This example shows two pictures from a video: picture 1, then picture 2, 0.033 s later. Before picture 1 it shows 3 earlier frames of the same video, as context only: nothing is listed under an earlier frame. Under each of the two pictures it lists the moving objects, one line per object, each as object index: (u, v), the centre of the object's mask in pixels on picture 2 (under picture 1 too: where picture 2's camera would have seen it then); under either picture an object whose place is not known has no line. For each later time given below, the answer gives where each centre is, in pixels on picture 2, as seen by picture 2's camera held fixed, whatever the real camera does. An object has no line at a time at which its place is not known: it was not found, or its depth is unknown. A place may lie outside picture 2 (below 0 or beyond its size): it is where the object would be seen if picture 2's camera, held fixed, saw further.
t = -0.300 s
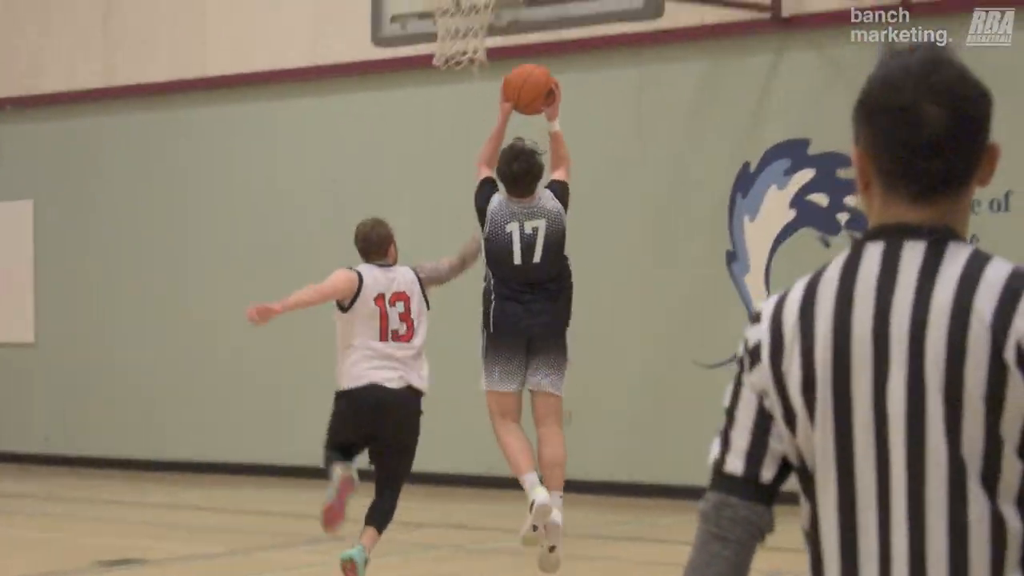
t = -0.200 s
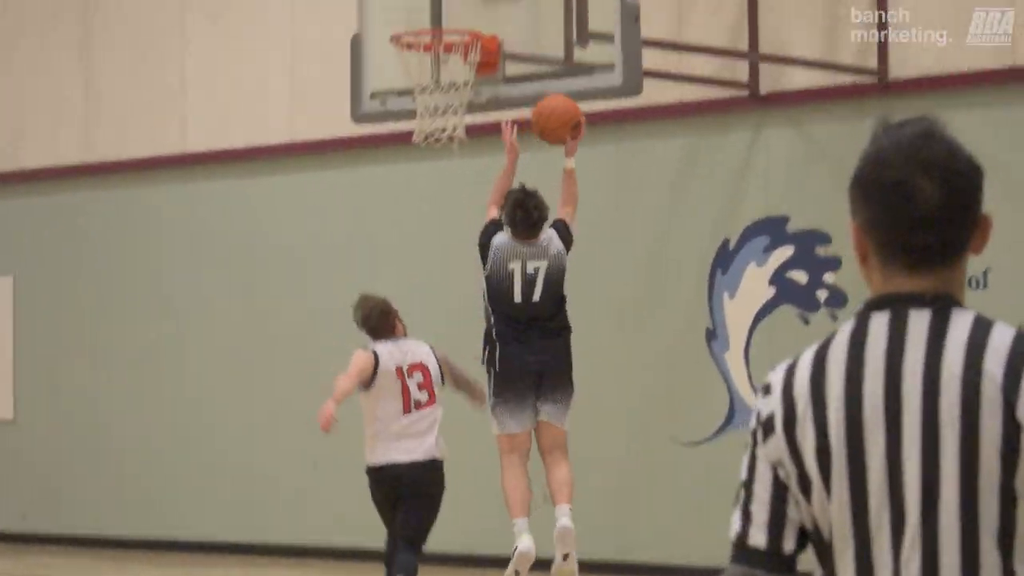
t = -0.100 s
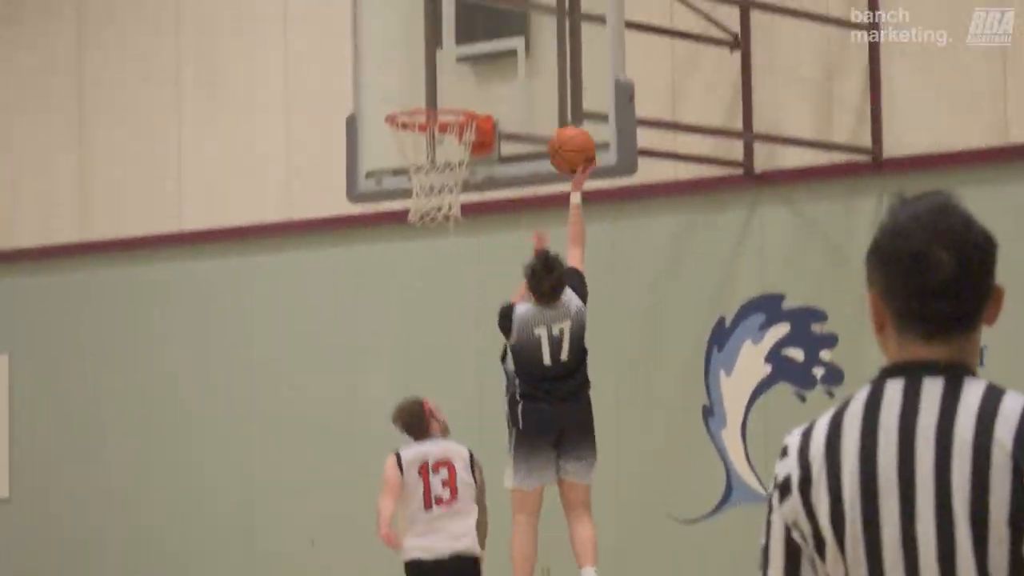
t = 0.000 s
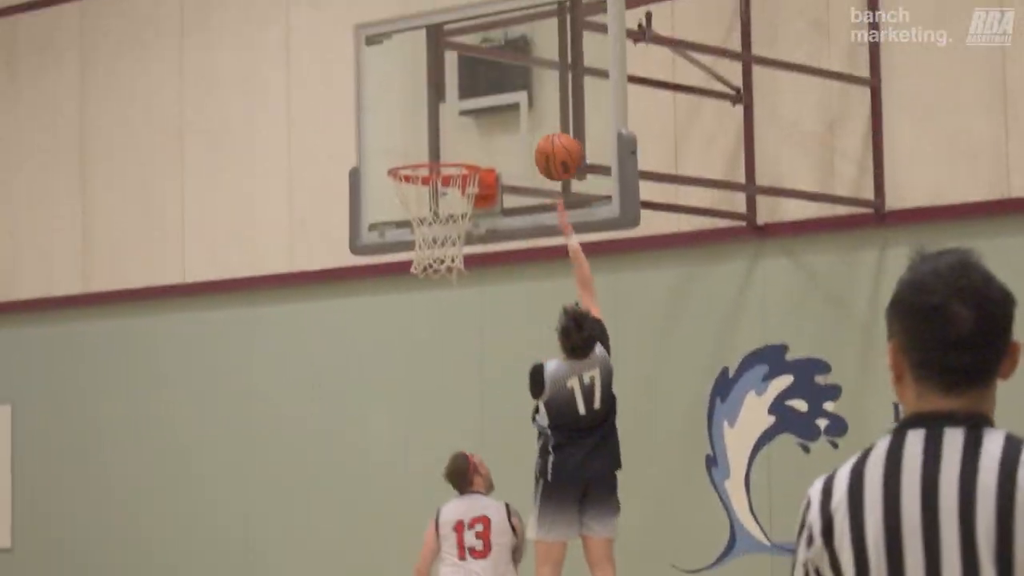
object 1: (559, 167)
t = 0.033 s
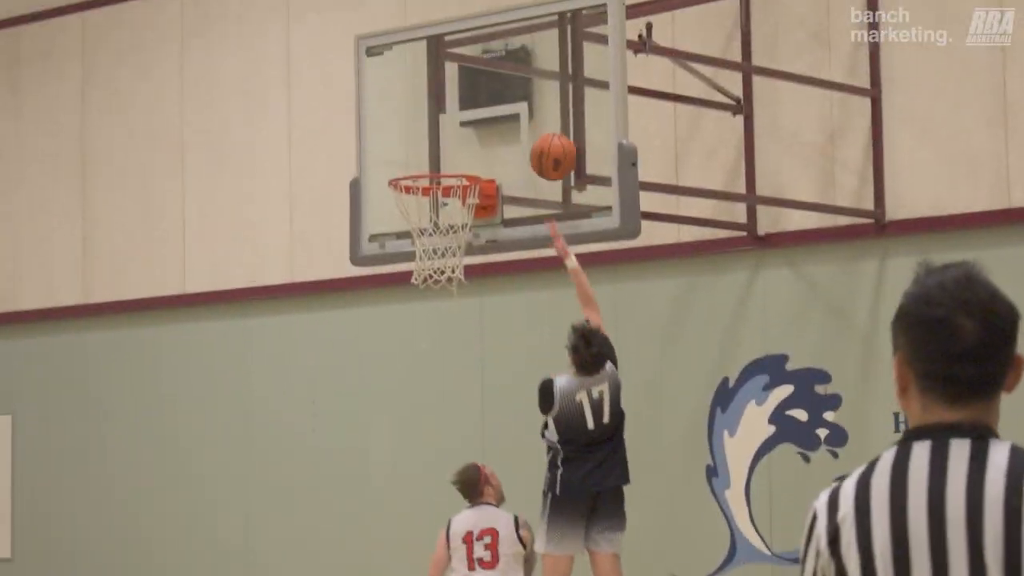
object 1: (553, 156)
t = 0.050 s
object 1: (550, 152)
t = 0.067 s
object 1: (547, 147)
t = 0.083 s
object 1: (545, 144)
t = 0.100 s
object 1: (540, 140)
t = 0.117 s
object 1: (535, 137)
